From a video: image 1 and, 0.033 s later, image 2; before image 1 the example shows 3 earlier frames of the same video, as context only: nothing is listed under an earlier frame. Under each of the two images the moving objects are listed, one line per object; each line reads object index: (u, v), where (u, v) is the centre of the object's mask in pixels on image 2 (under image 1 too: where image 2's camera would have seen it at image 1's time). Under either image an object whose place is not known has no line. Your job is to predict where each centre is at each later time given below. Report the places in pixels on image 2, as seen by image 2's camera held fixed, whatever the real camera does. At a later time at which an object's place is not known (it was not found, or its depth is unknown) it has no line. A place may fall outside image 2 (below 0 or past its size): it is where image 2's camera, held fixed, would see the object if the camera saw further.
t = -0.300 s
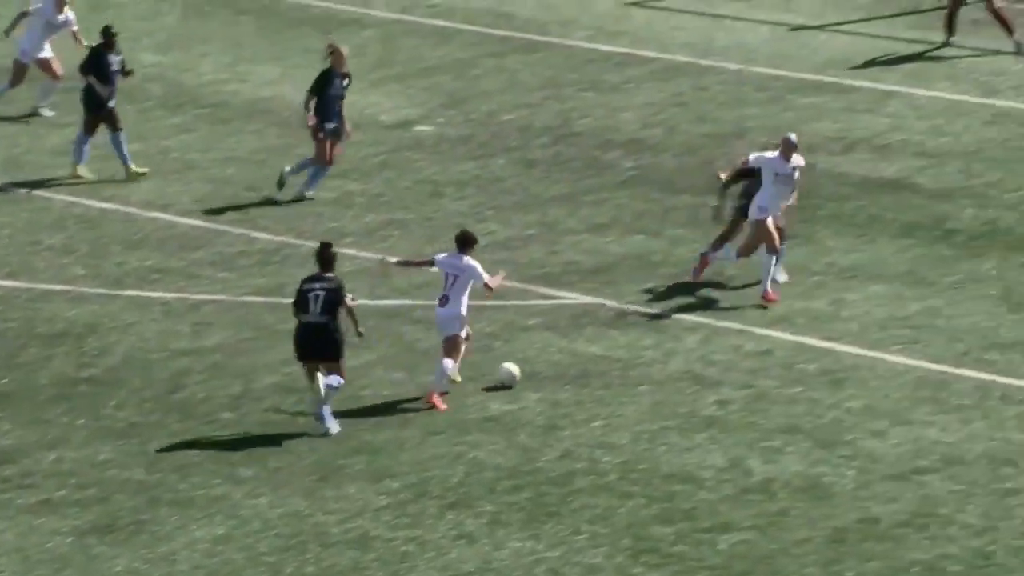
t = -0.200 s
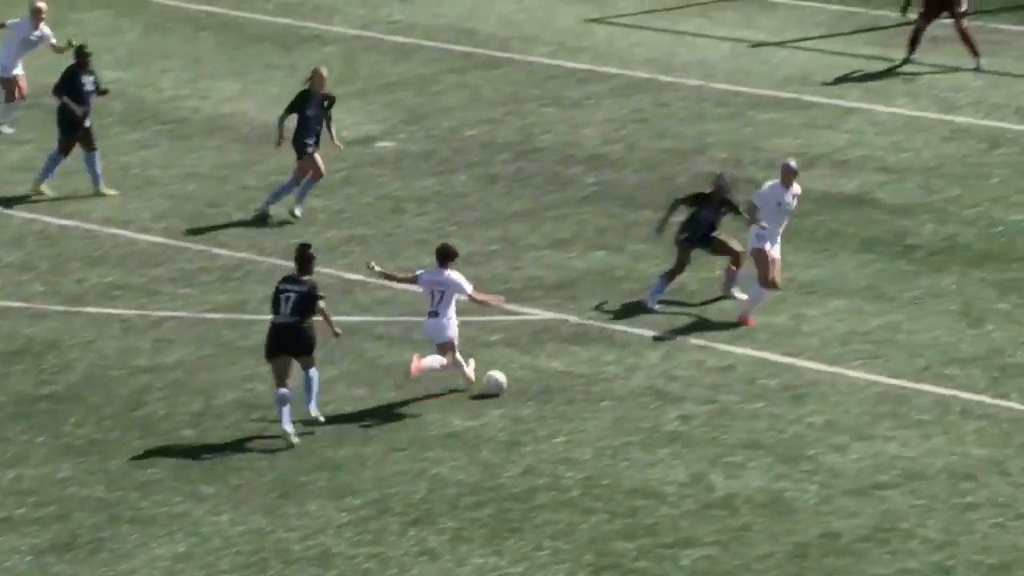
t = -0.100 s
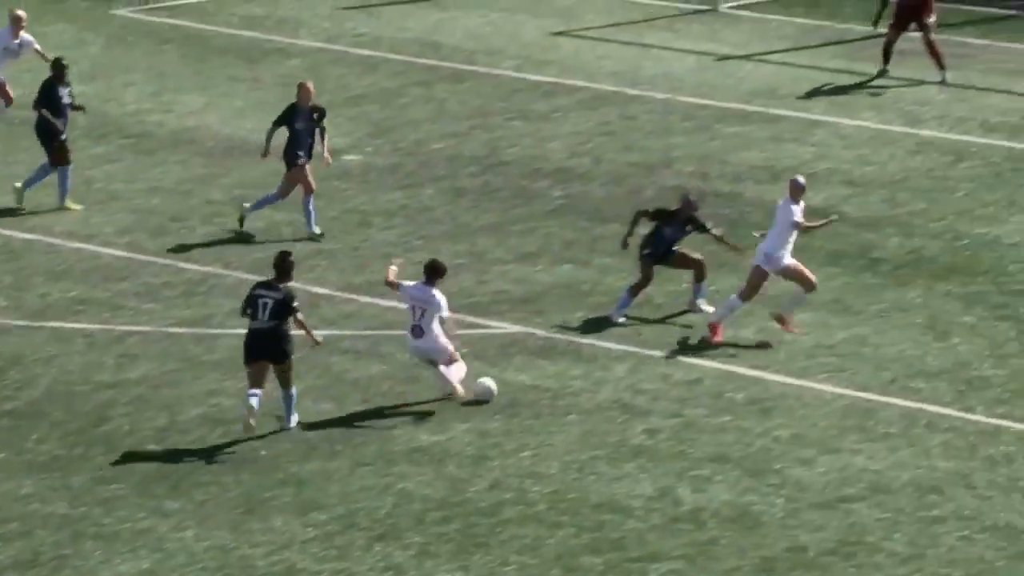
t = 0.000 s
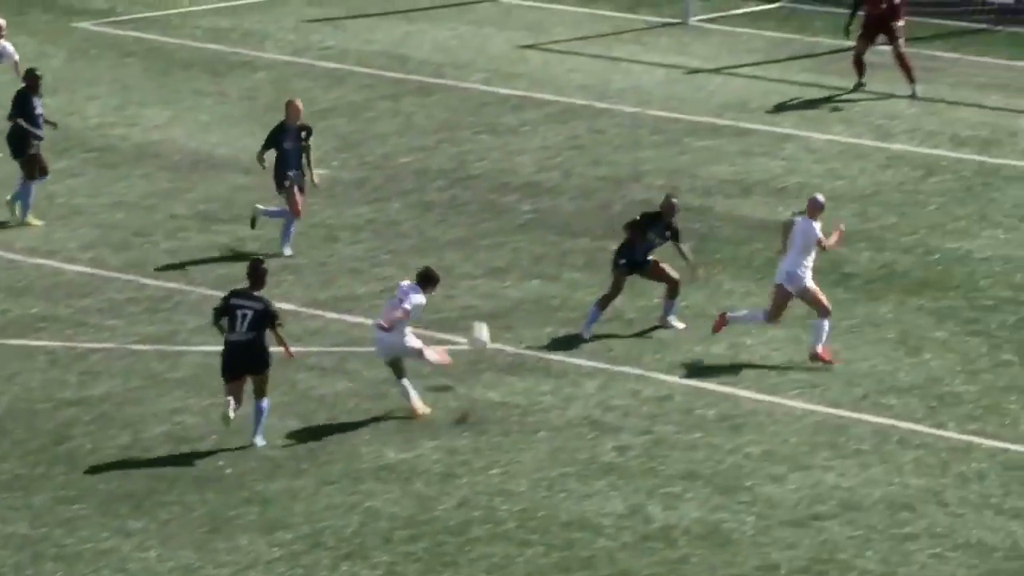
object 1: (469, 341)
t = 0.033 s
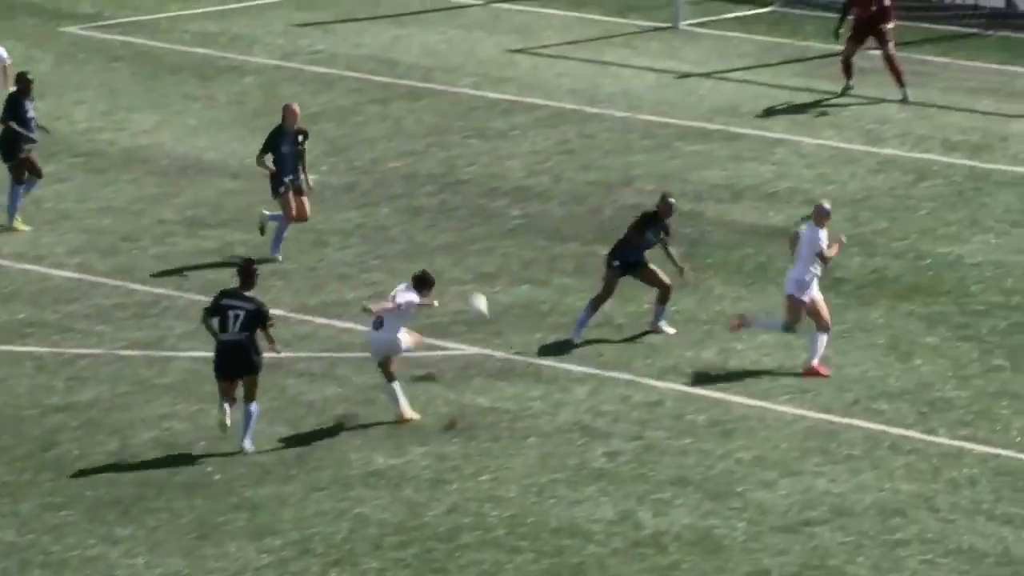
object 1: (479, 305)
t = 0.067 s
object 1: (487, 274)
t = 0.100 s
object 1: (496, 240)
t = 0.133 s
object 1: (502, 218)
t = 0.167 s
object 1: (510, 194)
